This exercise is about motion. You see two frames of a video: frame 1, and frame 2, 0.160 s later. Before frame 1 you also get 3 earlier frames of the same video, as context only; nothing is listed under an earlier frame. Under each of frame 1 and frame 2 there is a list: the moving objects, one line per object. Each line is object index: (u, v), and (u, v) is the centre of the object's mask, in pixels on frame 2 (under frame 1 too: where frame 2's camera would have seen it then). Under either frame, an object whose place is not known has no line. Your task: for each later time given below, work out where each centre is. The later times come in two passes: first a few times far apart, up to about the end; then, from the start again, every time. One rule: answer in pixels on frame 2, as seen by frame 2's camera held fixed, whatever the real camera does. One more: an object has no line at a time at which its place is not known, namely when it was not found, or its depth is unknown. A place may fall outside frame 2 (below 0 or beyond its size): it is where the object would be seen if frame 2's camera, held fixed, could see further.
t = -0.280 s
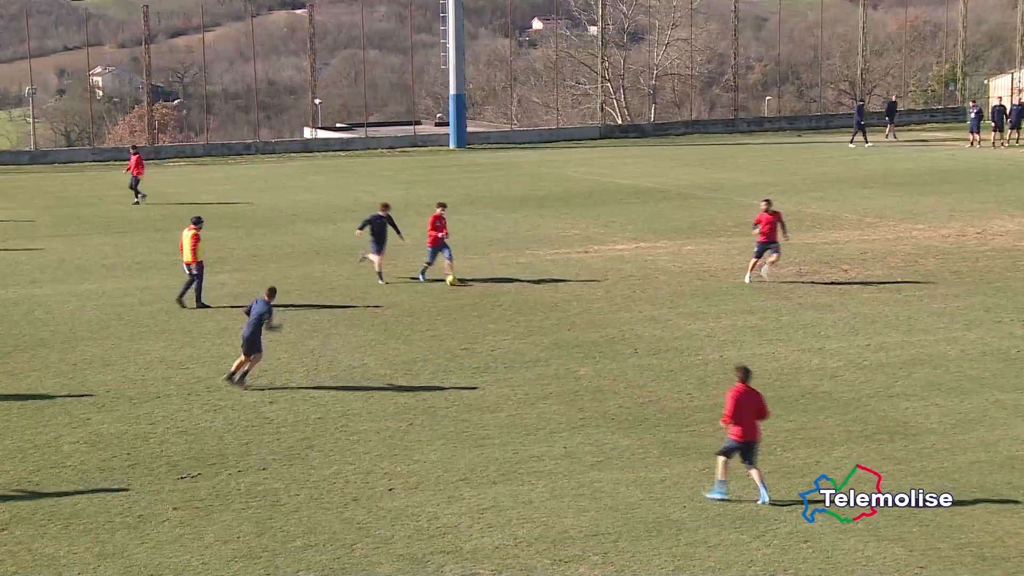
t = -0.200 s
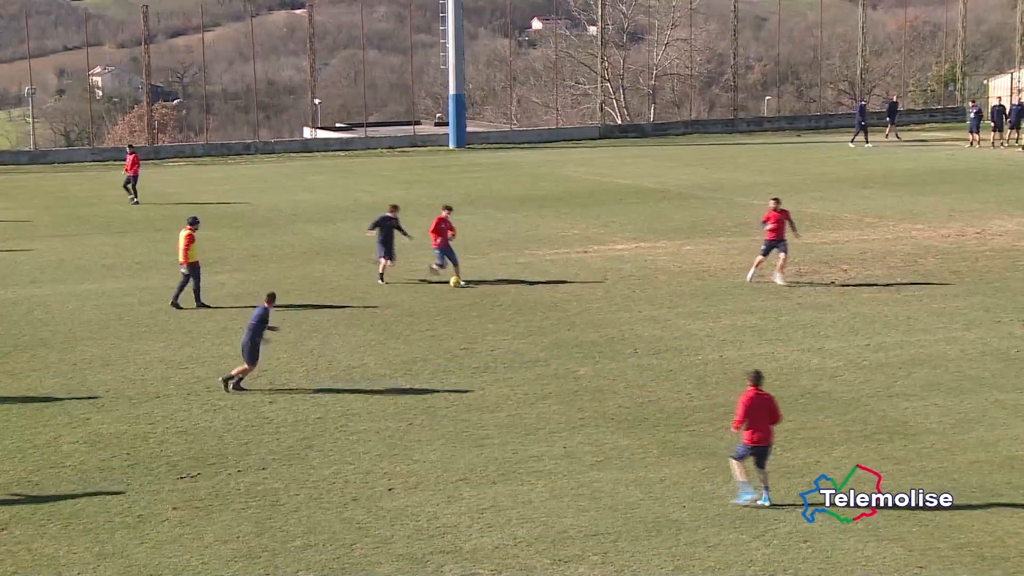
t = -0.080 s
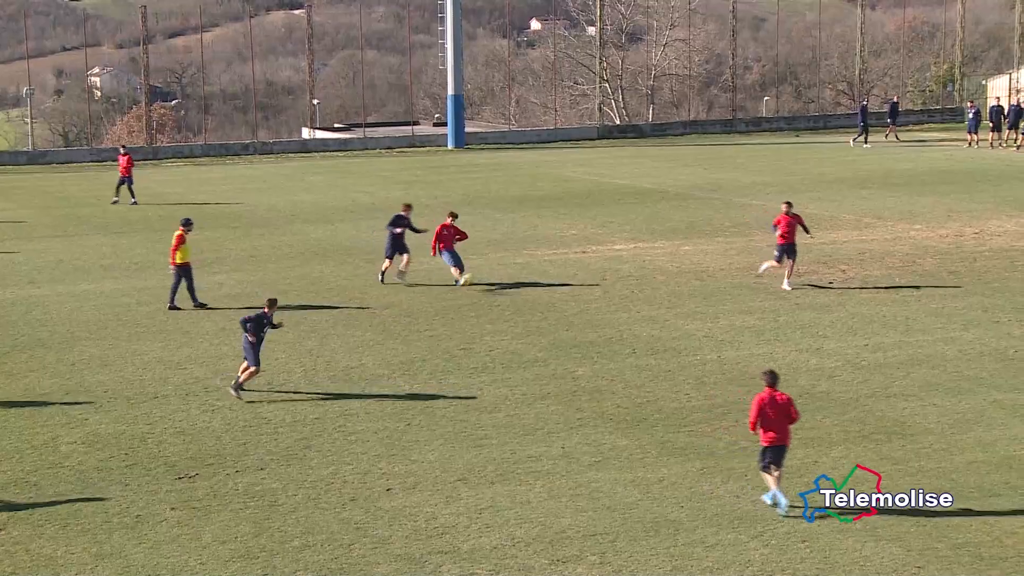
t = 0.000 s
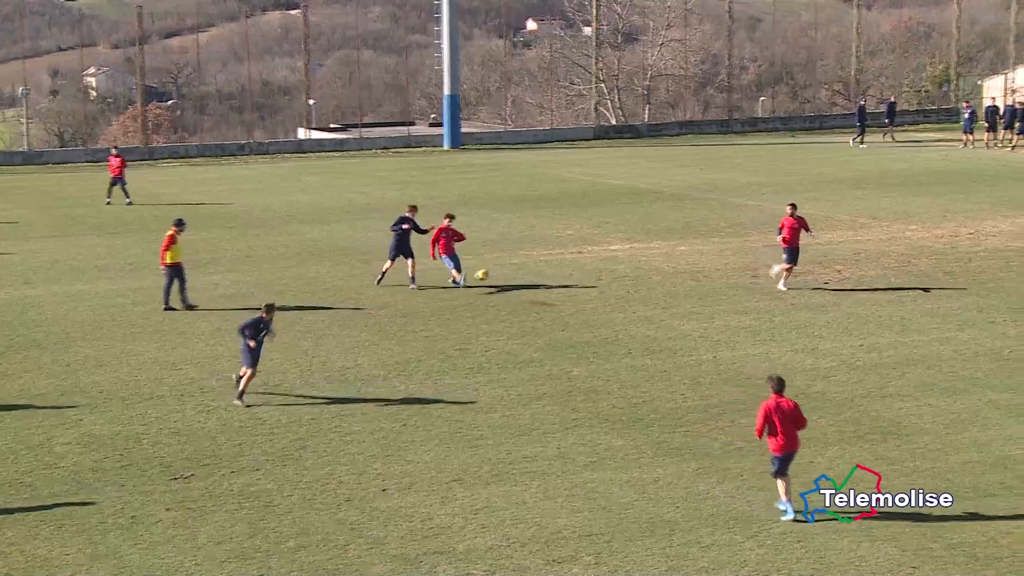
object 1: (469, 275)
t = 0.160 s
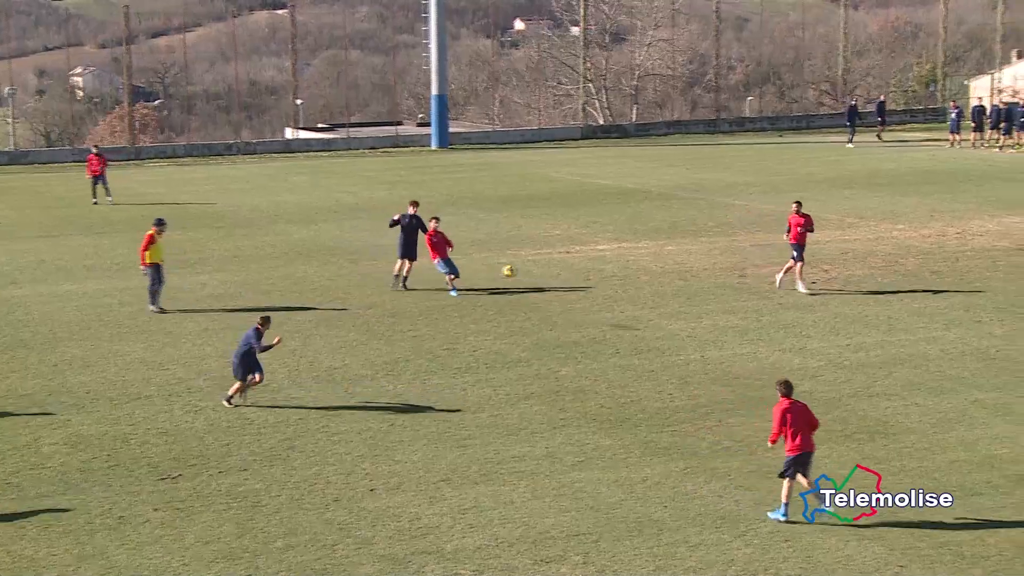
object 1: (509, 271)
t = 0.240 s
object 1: (528, 273)
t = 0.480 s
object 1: (583, 298)
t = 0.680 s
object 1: (625, 349)
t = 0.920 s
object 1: (673, 459)
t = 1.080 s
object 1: (694, 496)
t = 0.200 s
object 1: (519, 272)
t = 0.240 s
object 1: (528, 273)
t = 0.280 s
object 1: (538, 275)
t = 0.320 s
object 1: (547, 278)
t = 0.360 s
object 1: (555, 282)
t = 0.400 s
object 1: (564, 286)
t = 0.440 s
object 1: (574, 291)
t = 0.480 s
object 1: (583, 298)
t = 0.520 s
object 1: (591, 306)
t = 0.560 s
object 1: (600, 315)
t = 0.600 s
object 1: (609, 325)
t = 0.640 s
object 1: (617, 336)
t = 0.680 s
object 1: (625, 349)
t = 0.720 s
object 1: (634, 364)
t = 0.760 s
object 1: (642, 380)
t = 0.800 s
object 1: (650, 397)
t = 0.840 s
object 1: (657, 415)
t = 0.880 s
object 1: (665, 436)
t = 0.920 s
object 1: (673, 459)
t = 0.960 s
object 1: (681, 485)
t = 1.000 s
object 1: (687, 502)
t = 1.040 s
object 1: (691, 500)
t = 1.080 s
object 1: (694, 496)
